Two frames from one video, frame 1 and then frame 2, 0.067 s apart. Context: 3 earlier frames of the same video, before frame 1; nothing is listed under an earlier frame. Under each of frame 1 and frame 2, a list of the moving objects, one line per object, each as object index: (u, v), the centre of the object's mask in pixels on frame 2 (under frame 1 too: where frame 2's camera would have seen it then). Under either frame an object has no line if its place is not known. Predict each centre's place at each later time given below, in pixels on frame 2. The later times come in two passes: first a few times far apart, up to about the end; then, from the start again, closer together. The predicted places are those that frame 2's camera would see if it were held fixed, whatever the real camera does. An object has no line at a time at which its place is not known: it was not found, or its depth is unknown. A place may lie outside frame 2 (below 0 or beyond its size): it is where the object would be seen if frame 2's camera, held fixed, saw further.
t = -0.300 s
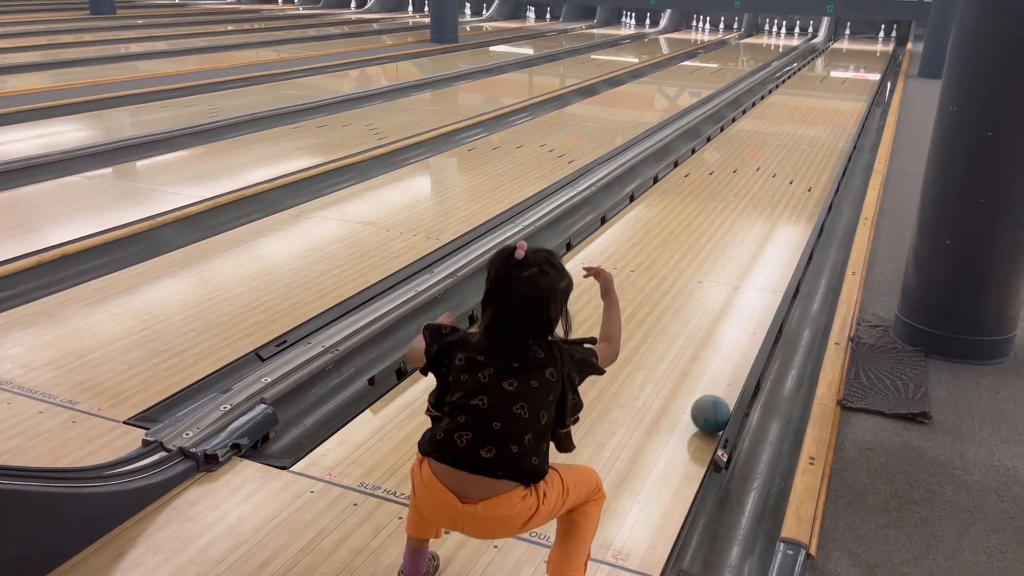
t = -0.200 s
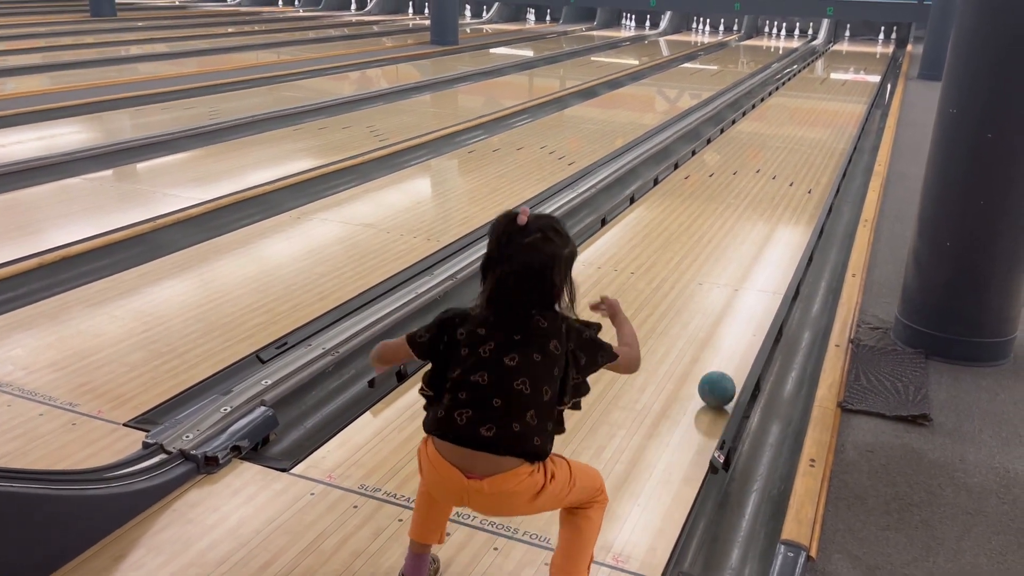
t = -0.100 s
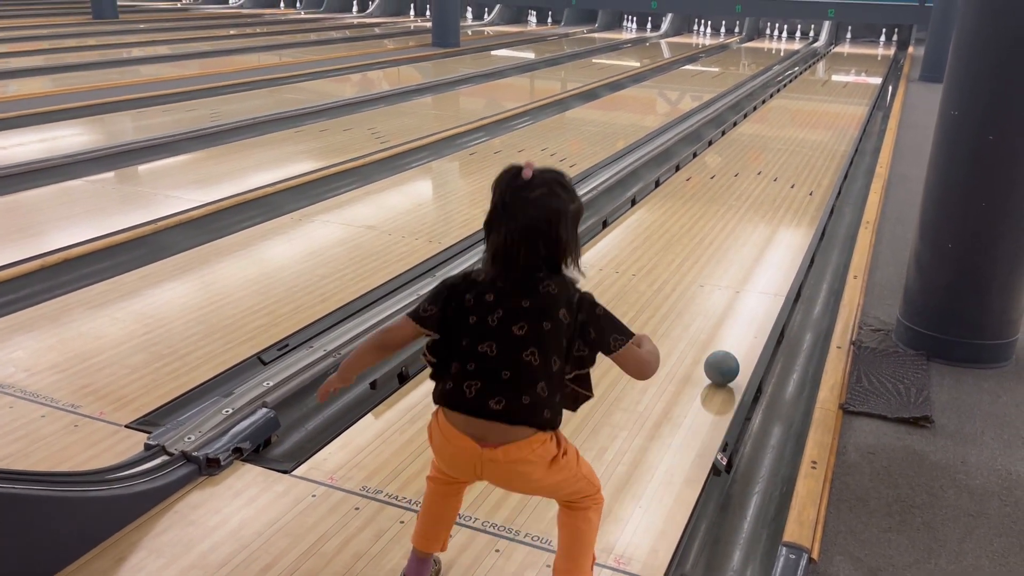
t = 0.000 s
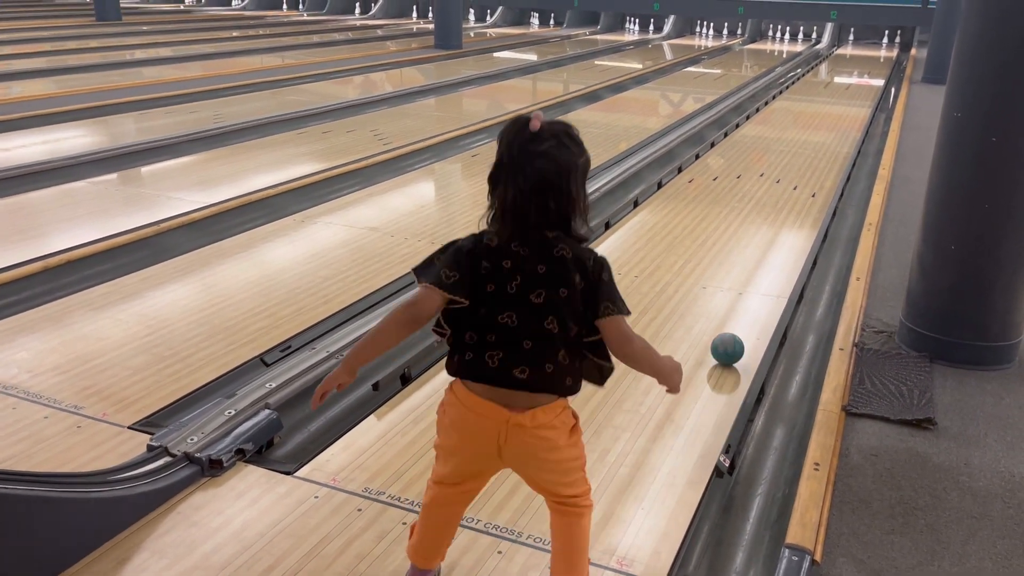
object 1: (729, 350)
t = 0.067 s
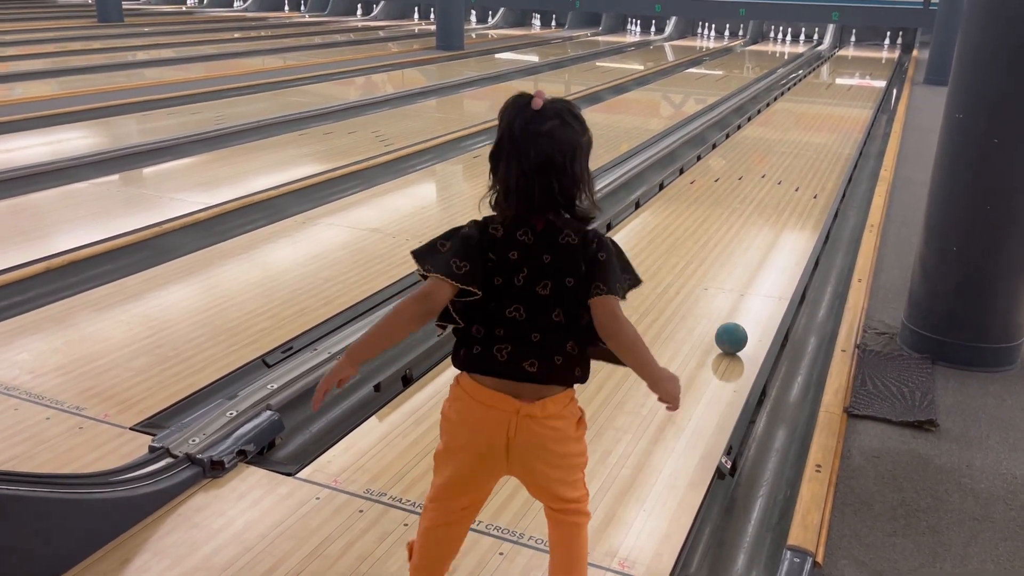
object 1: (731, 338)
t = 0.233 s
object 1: (737, 312)
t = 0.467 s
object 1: (745, 283)
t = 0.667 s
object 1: (751, 261)
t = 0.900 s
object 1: (756, 240)
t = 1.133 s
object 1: (761, 222)
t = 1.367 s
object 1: (764, 206)
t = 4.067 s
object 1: (780, 107)
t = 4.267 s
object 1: (780, 104)
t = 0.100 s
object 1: (732, 332)
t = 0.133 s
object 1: (733, 327)
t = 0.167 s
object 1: (735, 322)
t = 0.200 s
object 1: (736, 317)
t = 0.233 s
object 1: (737, 312)
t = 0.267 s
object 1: (739, 308)
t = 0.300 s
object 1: (740, 303)
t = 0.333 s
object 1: (741, 299)
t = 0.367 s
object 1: (742, 295)
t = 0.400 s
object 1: (743, 291)
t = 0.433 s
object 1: (744, 286)
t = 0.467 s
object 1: (745, 283)
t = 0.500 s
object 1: (746, 279)
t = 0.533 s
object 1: (747, 275)
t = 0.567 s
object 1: (748, 272)
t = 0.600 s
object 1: (749, 268)
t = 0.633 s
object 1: (750, 265)
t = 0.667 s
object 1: (751, 261)
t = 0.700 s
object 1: (752, 258)
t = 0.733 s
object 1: (752, 255)
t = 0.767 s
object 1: (753, 252)
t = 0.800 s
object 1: (754, 249)
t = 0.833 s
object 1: (755, 246)
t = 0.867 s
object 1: (756, 243)
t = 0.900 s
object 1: (756, 240)
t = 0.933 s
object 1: (757, 237)
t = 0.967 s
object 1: (758, 234)
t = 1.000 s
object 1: (758, 232)
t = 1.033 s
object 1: (759, 229)
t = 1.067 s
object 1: (759, 227)
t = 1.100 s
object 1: (760, 224)
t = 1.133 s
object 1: (761, 222)
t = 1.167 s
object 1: (761, 219)
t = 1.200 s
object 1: (762, 217)
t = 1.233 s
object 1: (762, 215)
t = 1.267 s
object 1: (763, 213)
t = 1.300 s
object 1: (763, 210)
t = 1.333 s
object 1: (764, 208)
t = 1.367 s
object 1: (764, 206)
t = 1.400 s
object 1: (764, 204)
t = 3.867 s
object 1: (779, 111)
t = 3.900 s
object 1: (779, 110)
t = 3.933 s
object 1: (779, 110)
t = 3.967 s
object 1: (779, 109)
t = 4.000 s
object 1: (780, 109)
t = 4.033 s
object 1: (780, 108)
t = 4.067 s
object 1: (780, 107)
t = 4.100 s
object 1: (780, 106)
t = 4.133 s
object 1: (780, 106)
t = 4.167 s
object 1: (780, 105)
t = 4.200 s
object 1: (780, 105)
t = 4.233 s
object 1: (780, 104)
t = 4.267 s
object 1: (780, 104)
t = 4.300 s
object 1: (780, 102)
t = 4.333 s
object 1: (780, 102)
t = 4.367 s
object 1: (780, 101)
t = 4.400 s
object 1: (780, 101)
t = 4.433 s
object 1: (781, 100)
